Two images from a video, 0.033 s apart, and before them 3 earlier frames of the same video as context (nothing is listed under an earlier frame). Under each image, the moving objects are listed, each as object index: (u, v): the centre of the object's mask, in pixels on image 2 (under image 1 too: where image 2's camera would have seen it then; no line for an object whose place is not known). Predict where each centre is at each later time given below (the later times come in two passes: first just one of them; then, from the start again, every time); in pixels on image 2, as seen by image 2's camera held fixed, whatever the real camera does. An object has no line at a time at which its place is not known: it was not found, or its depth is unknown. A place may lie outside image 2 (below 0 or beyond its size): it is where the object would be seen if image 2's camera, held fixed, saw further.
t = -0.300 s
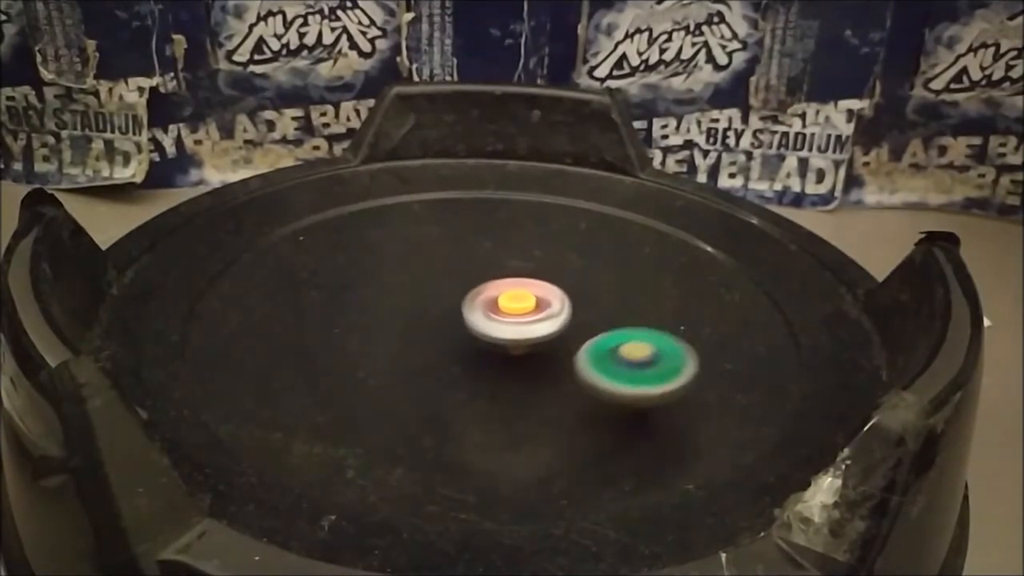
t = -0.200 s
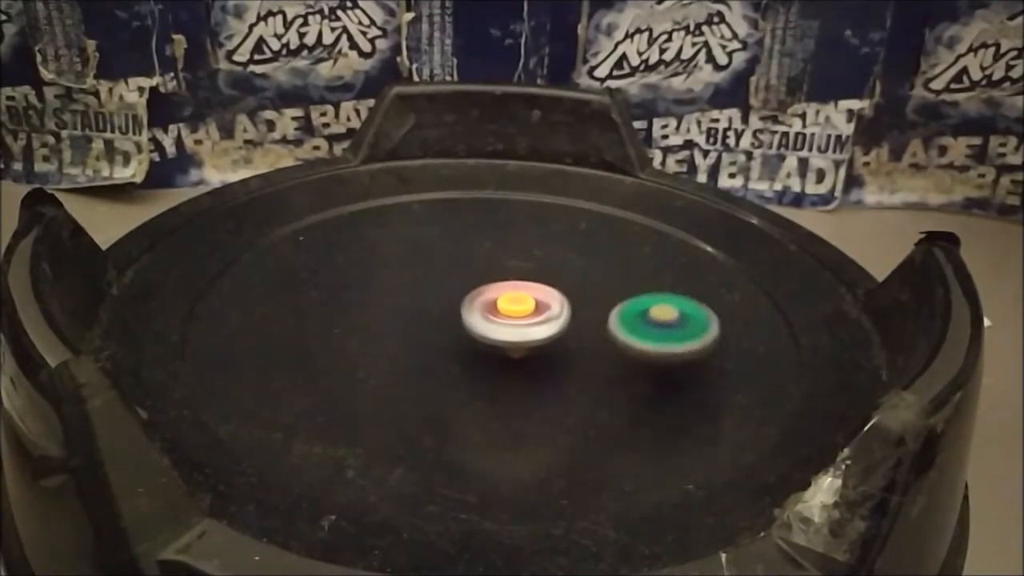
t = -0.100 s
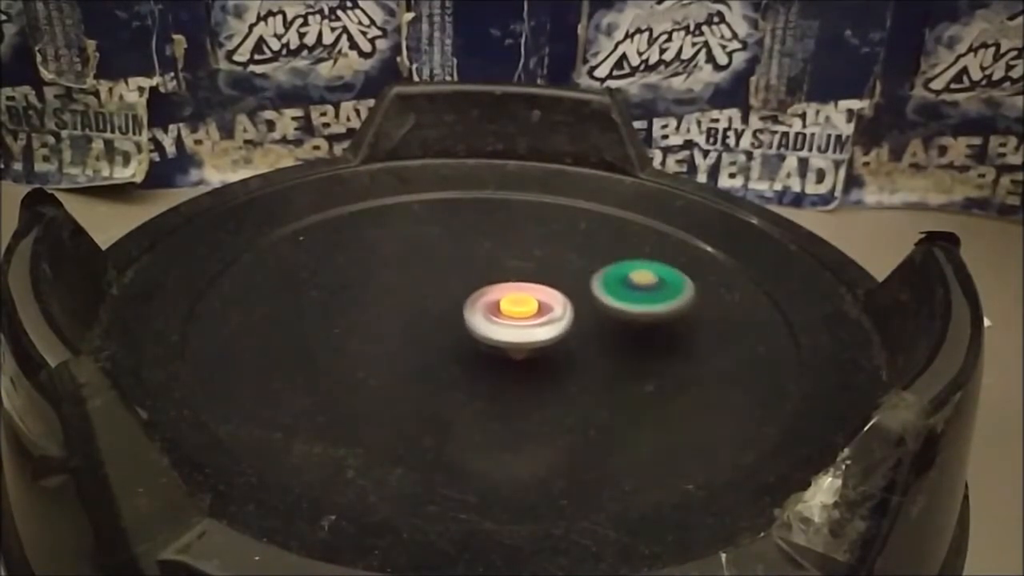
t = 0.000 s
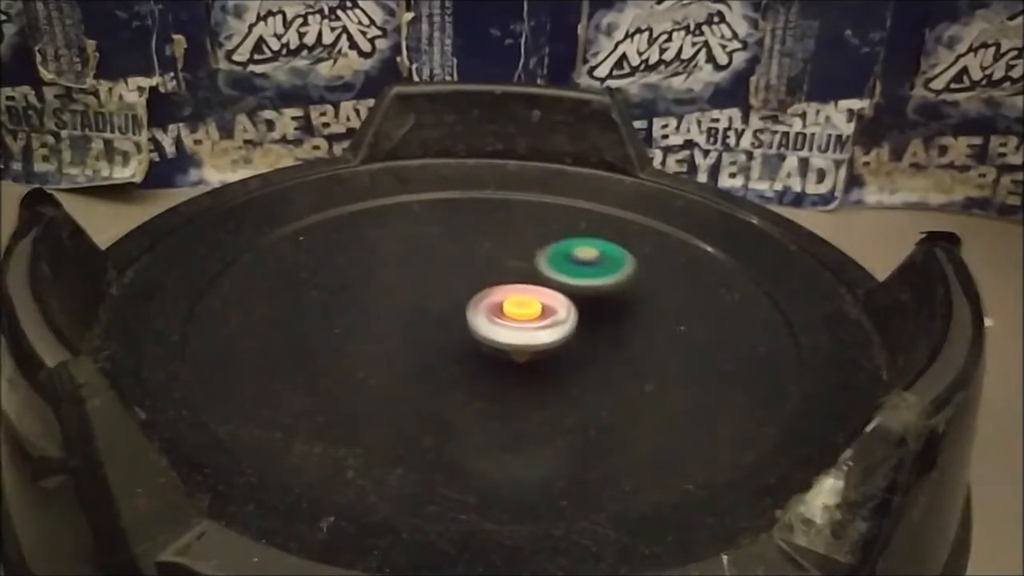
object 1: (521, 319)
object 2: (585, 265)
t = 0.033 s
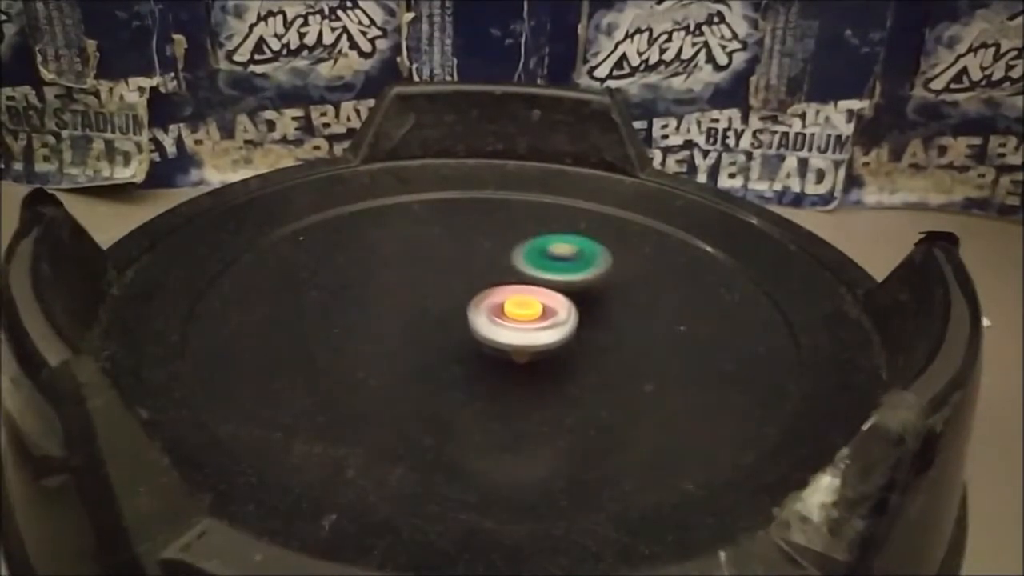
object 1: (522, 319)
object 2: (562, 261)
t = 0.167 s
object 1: (507, 319)
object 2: (465, 260)
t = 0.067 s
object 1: (522, 320)
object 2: (538, 258)
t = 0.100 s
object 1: (520, 321)
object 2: (512, 257)
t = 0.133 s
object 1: (515, 320)
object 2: (488, 257)
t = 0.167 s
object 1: (507, 319)
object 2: (465, 260)
